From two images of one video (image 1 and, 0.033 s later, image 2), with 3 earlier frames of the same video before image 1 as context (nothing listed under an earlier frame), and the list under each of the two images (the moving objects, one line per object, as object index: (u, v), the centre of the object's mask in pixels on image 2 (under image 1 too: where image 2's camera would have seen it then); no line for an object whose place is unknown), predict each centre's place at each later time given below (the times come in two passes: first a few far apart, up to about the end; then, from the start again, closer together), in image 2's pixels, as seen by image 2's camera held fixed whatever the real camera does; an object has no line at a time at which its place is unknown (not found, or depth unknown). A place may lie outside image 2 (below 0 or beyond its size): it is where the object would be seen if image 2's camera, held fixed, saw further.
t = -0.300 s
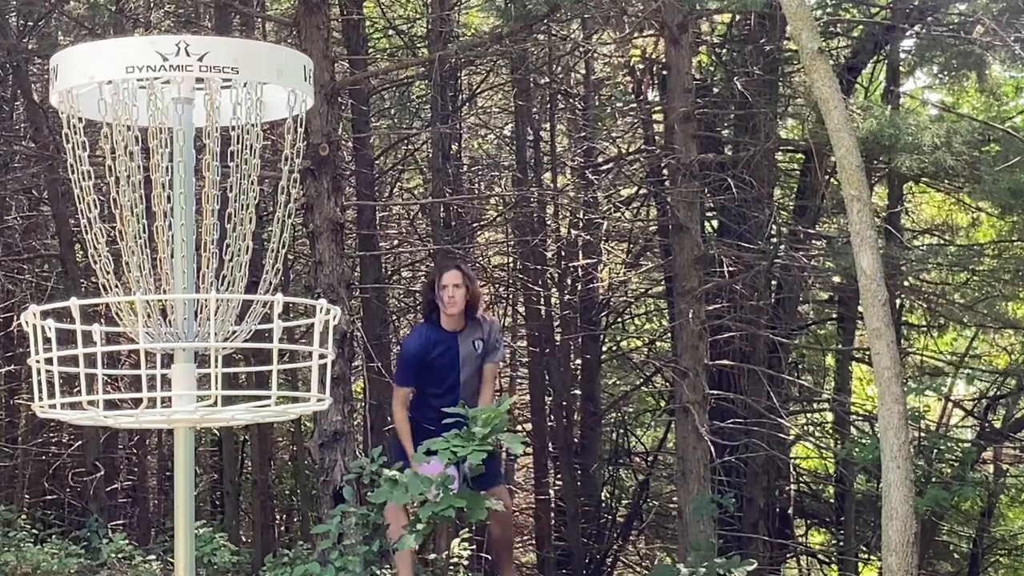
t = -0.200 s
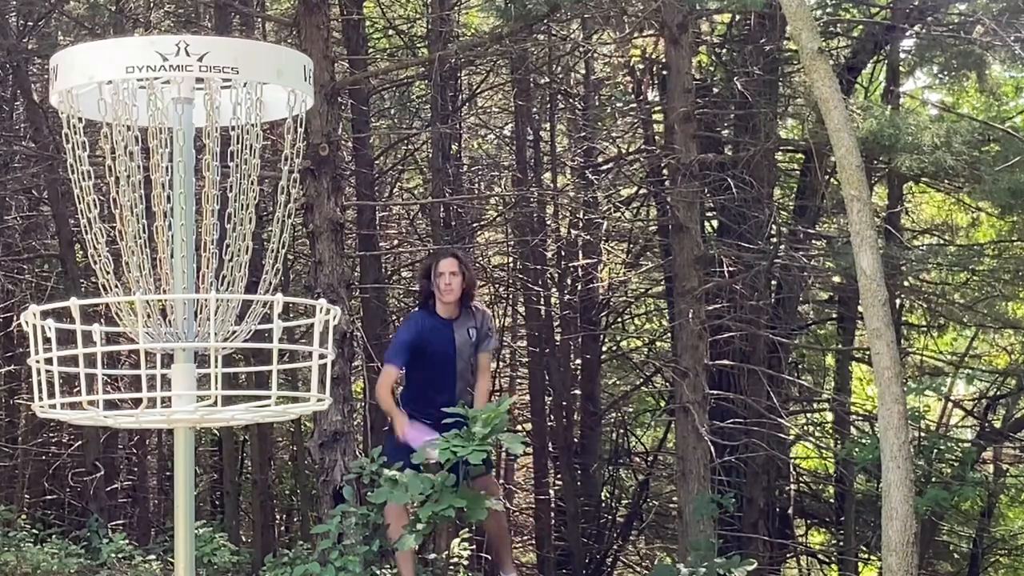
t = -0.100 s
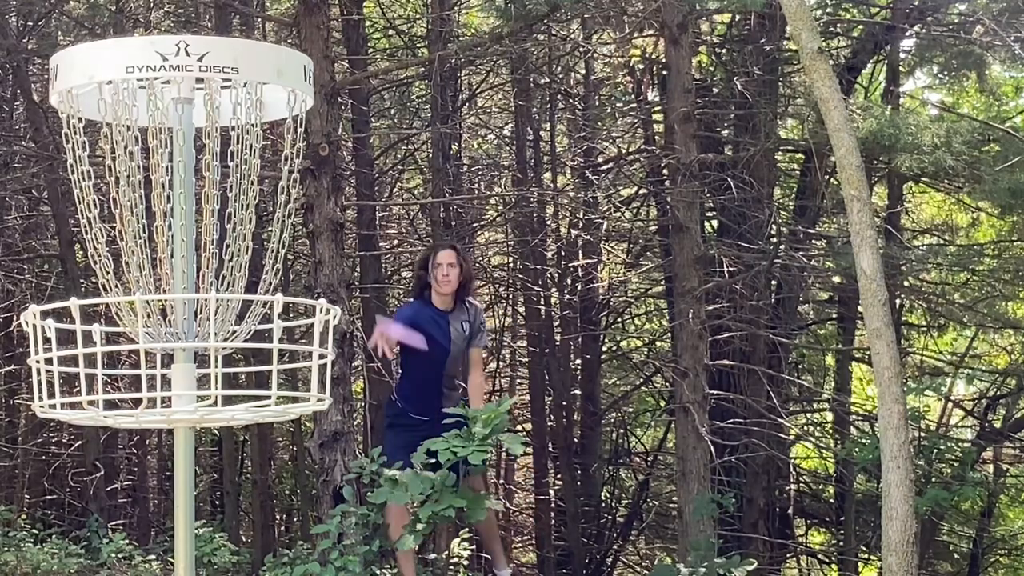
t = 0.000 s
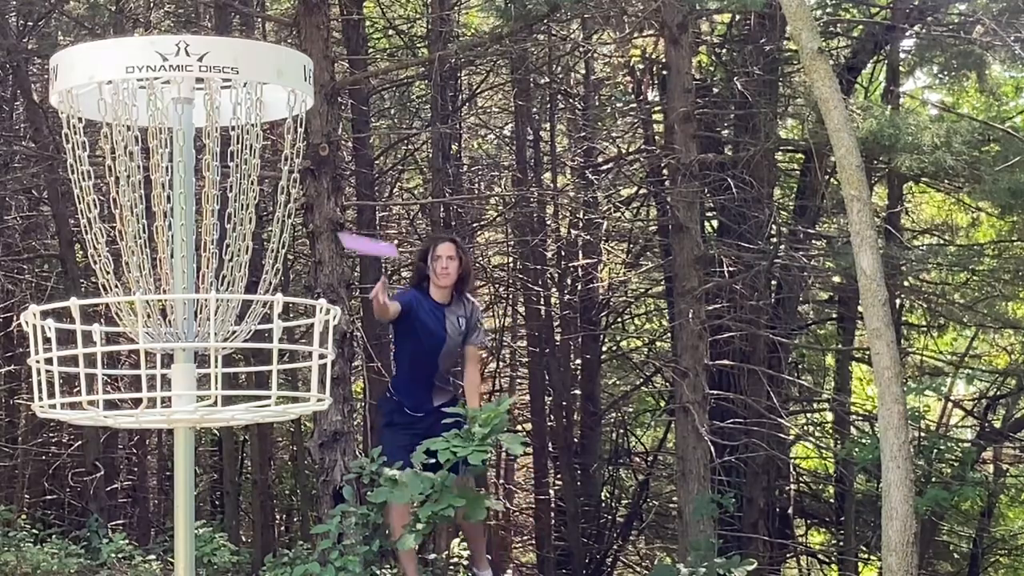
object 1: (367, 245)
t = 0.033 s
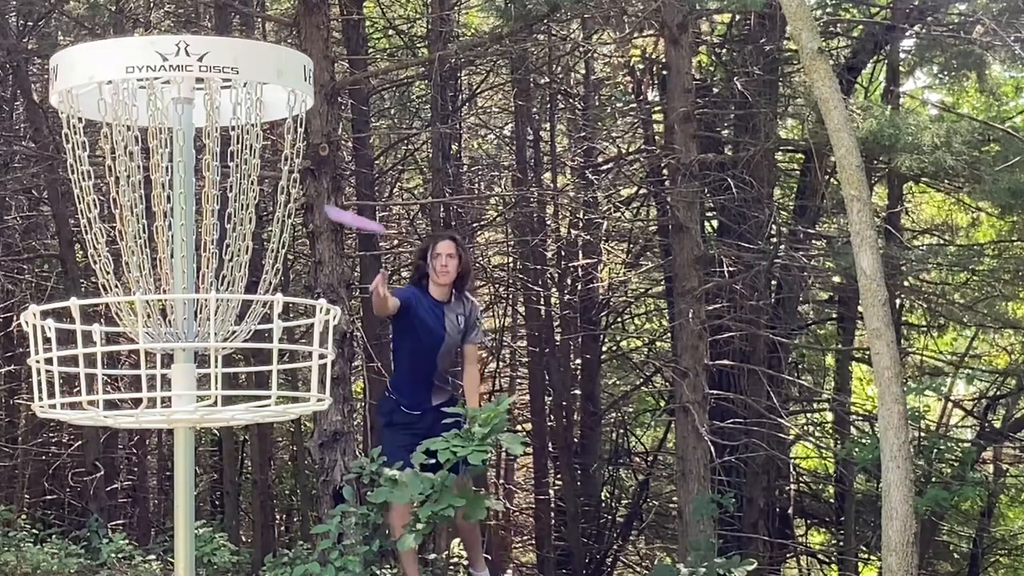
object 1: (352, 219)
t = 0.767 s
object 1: (226, 378)
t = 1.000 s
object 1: (210, 402)
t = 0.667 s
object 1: (228, 303)
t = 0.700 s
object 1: (233, 336)
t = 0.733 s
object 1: (233, 366)
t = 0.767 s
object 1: (226, 378)
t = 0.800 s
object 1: (225, 392)
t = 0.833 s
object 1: (235, 402)
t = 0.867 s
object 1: (228, 401)
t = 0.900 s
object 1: (225, 401)
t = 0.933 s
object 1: (221, 402)
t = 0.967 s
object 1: (219, 404)
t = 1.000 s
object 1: (210, 402)
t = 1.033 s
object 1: (208, 403)
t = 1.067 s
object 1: (208, 402)
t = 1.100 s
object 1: (208, 402)
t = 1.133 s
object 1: (204, 404)
